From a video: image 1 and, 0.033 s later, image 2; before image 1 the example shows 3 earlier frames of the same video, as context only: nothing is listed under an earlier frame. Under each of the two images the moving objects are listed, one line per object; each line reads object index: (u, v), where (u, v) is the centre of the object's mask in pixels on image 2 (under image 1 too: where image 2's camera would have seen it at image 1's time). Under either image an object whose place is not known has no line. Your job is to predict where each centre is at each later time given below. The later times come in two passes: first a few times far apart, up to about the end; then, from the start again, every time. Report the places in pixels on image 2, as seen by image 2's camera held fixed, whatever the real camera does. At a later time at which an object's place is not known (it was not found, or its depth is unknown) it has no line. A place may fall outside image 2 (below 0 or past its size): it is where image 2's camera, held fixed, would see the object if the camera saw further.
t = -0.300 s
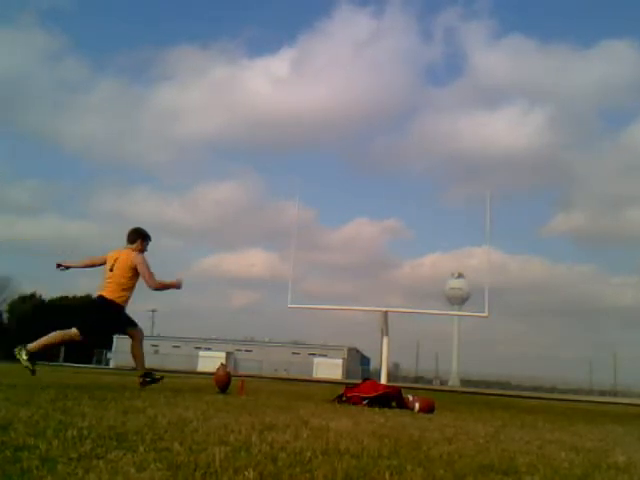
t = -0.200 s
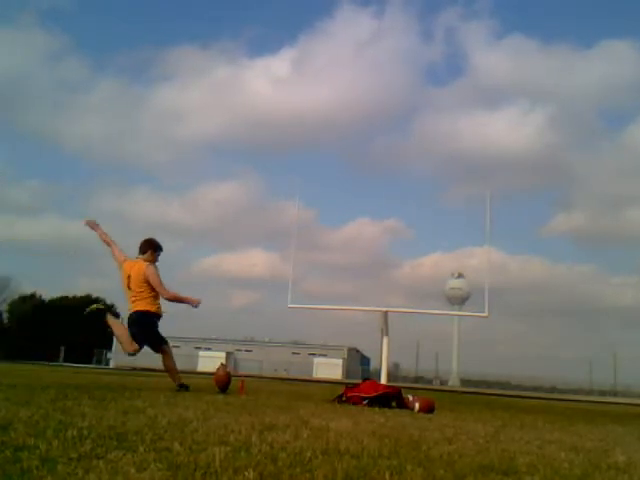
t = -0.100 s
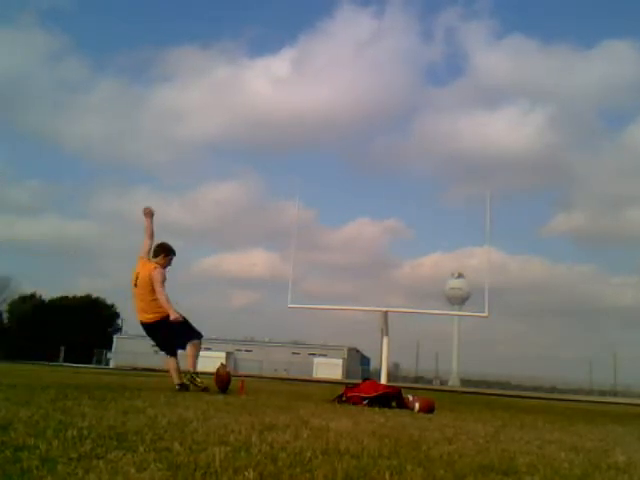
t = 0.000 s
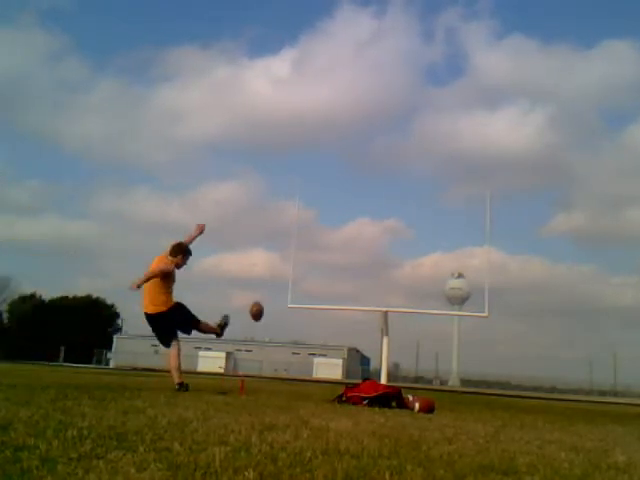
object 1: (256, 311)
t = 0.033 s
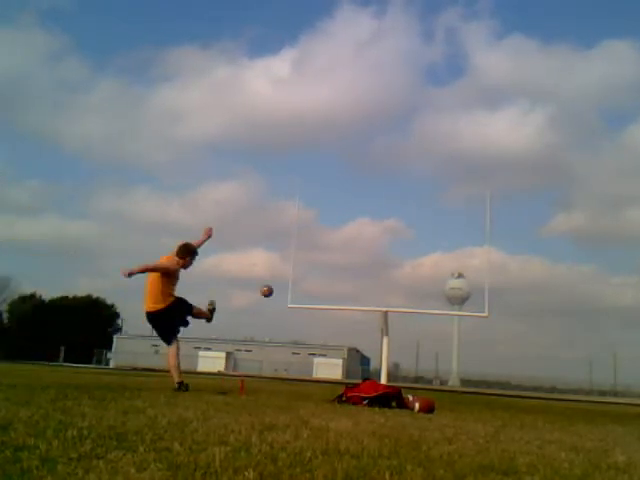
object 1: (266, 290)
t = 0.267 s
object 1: (309, 212)
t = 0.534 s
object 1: (335, 184)
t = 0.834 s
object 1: (349, 192)
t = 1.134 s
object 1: (359, 218)
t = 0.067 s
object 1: (275, 273)
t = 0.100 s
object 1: (283, 258)
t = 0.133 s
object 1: (289, 246)
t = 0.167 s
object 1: (295, 236)
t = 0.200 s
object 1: (300, 226)
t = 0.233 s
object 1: (305, 218)
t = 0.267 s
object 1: (309, 212)
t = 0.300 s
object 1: (313, 205)
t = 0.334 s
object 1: (320, 197)
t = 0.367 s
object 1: (323, 194)
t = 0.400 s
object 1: (326, 190)
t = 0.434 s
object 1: (328, 188)
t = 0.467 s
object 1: (331, 187)
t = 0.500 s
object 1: (333, 185)
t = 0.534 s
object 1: (335, 184)
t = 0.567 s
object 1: (338, 185)
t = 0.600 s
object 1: (339, 184)
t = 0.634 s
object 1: (341, 185)
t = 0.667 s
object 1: (343, 185)
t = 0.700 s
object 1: (344, 186)
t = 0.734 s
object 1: (345, 187)
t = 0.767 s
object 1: (347, 188)
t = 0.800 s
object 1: (348, 190)
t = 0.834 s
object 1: (349, 192)
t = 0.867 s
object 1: (350, 194)
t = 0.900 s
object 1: (352, 197)
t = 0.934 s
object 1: (353, 199)
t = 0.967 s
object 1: (354, 202)
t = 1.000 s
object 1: (355, 205)
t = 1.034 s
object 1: (356, 208)
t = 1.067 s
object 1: (357, 211)
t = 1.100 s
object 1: (358, 214)
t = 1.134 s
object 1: (359, 218)
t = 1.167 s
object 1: (360, 222)
